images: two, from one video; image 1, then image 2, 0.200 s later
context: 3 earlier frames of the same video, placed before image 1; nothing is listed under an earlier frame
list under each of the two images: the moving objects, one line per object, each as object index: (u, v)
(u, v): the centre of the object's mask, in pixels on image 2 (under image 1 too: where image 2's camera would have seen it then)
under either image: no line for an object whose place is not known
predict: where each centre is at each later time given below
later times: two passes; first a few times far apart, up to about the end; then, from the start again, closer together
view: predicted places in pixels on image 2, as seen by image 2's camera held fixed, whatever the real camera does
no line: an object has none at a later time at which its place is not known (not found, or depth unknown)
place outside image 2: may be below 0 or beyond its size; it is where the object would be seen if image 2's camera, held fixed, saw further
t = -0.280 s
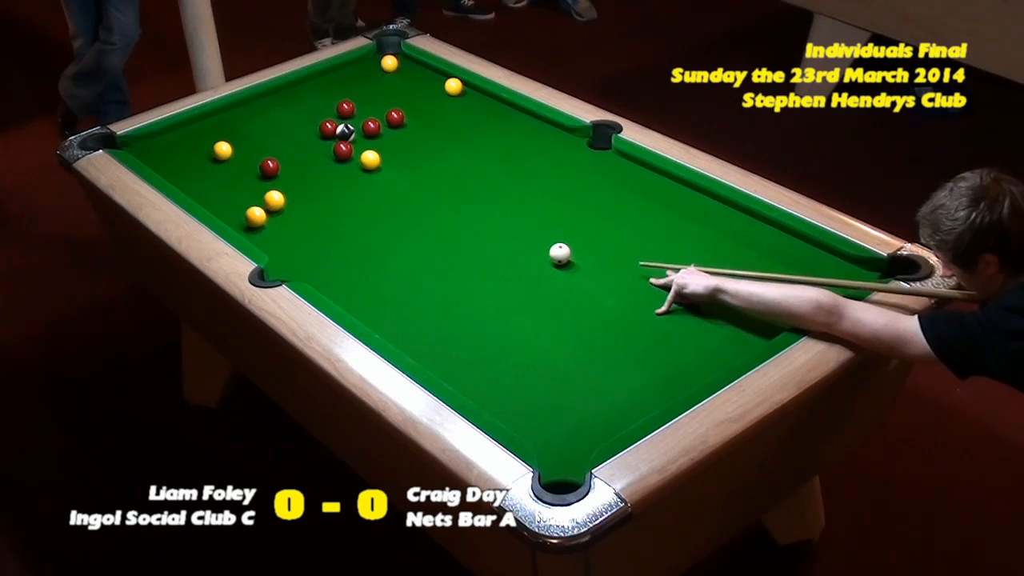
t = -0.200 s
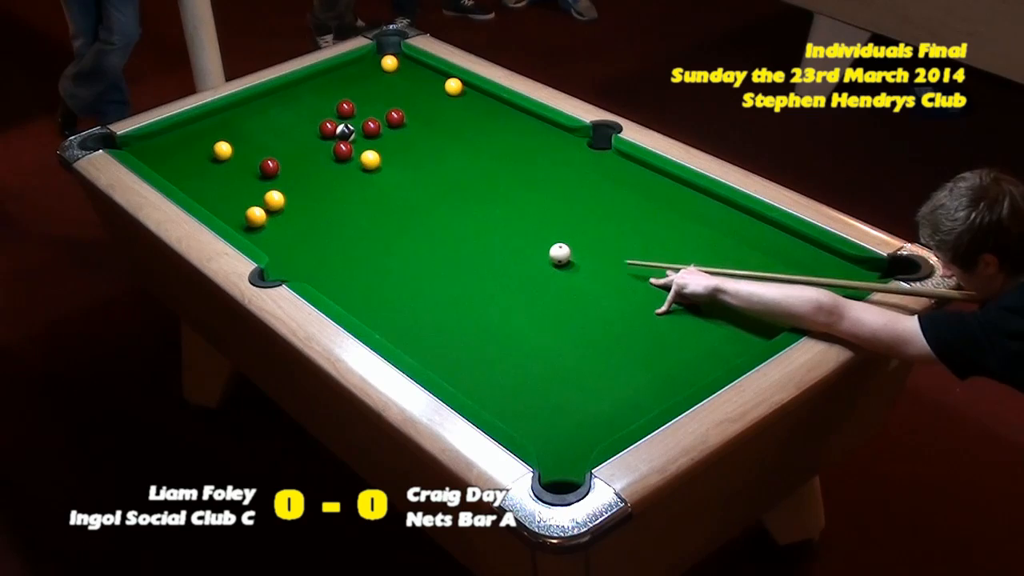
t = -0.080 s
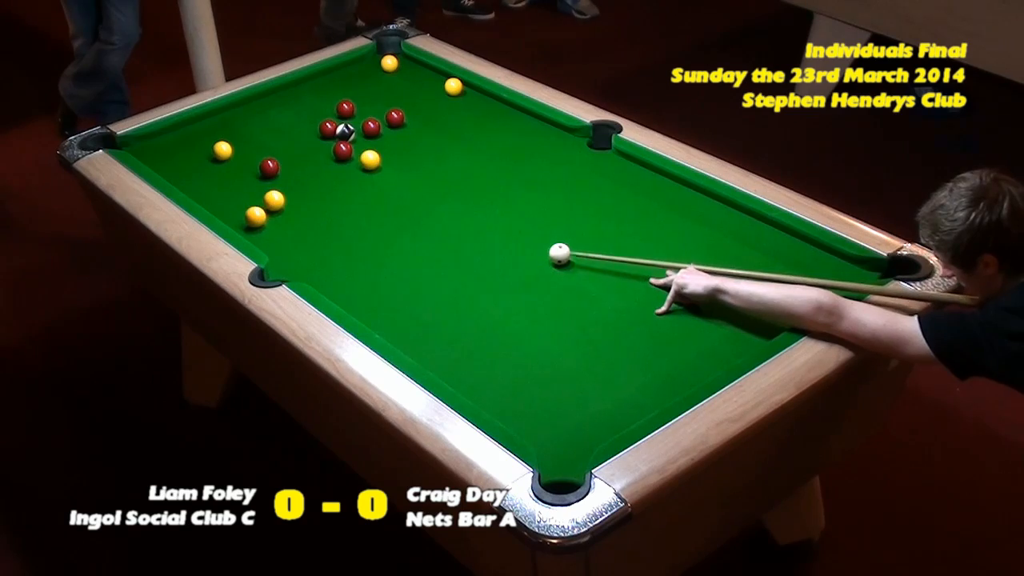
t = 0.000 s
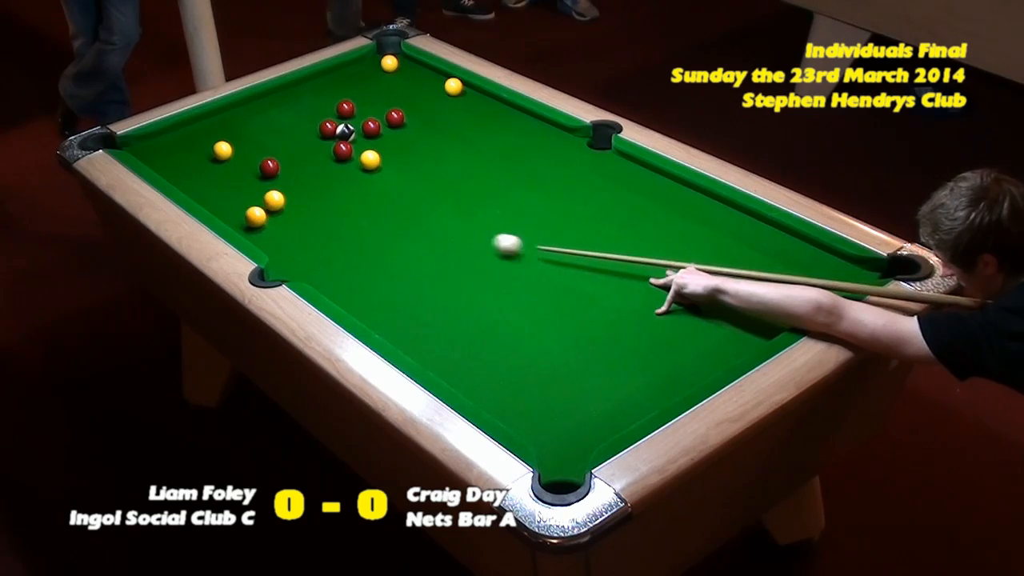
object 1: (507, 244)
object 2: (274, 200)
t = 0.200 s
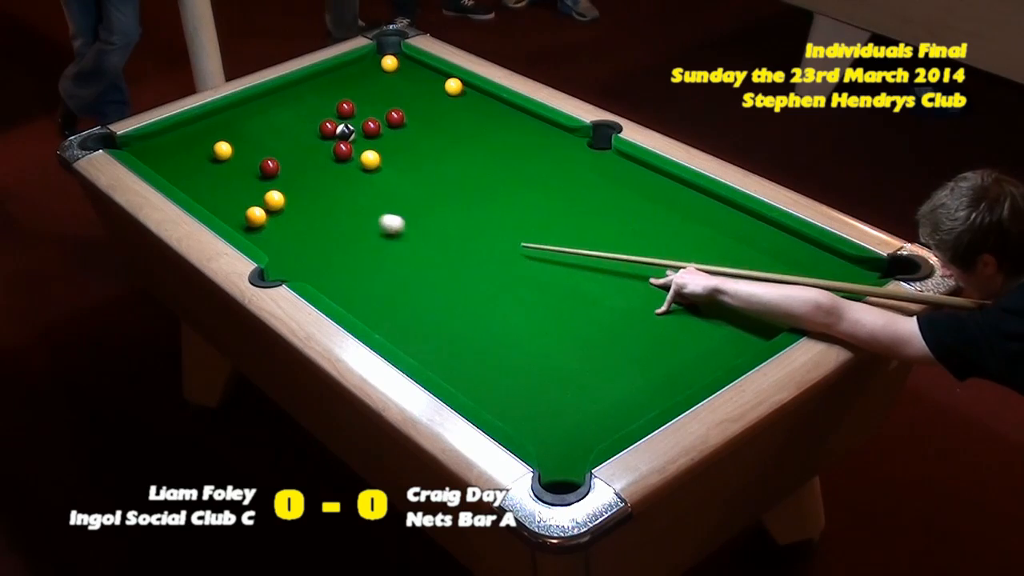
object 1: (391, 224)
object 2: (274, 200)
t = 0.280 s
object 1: (349, 217)
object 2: (274, 200)
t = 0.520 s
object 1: (275, 212)
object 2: (240, 188)
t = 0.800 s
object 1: (267, 210)
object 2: (181, 168)
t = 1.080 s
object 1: (261, 207)
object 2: (134, 148)
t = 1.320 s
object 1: (261, 204)
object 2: (119, 145)
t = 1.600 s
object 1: (261, 202)
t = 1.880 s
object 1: (261, 201)
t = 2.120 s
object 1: (261, 201)
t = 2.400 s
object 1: (261, 201)
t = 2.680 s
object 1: (261, 201)
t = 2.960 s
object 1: (261, 201)
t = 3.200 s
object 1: (261, 201)
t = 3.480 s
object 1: (261, 201)
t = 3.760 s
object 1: (261, 201)
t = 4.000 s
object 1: (261, 201)
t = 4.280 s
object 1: (261, 201)
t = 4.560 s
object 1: (261, 201)
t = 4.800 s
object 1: (261, 201)
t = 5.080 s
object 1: (261, 201)
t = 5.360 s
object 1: (261, 201)
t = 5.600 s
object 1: (261, 202)
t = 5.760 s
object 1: (261, 202)
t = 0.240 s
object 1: (370, 220)
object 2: (274, 200)
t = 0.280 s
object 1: (349, 217)
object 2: (274, 200)
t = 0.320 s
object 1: (328, 213)
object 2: (274, 200)
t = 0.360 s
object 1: (308, 209)
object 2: (274, 200)
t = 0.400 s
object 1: (290, 207)
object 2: (272, 200)
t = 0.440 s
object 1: (285, 209)
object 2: (262, 195)
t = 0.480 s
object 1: (280, 211)
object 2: (250, 192)
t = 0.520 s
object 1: (275, 212)
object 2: (240, 188)
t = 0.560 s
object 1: (274, 211)
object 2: (231, 185)
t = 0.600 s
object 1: (273, 211)
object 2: (222, 182)
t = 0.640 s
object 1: (272, 211)
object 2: (214, 179)
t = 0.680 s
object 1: (270, 210)
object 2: (205, 176)
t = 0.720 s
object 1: (269, 210)
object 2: (197, 173)
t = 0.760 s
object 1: (268, 210)
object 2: (189, 171)
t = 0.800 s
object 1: (267, 210)
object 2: (181, 168)
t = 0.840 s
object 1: (266, 209)
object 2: (173, 165)
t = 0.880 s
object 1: (265, 209)
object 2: (166, 162)
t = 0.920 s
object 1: (264, 209)
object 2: (158, 160)
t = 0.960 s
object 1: (263, 208)
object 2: (151, 157)
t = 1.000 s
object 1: (262, 208)
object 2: (144, 154)
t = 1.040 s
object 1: (262, 208)
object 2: (138, 151)
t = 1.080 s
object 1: (261, 207)
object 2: (134, 148)
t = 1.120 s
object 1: (261, 207)
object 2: (131, 145)
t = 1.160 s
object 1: (261, 206)
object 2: (127, 142)
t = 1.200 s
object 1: (261, 206)
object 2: (124, 143)
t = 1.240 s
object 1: (261, 205)
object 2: (120, 145)
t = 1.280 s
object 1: (261, 205)
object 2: (118, 146)
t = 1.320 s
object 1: (261, 204)
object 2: (119, 145)
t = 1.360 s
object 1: (261, 204)
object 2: (119, 145)
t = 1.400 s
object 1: (261, 203)
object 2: (118, 144)
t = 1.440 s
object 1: (261, 203)
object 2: (118, 144)
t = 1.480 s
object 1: (261, 203)
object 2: (115, 144)
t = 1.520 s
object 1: (261, 203)
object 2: (113, 146)
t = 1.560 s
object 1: (261, 202)
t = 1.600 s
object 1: (261, 202)
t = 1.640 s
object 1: (261, 202)
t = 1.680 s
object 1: (261, 202)
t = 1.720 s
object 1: (261, 202)
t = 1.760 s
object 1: (261, 202)
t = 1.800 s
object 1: (261, 202)
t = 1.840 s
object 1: (261, 201)
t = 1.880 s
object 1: (261, 201)
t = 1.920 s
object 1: (261, 201)
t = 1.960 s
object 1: (261, 201)
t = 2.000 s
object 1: (261, 201)
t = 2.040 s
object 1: (261, 201)
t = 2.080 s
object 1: (261, 201)
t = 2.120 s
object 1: (261, 201)
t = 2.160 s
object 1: (261, 201)
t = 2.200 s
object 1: (261, 201)
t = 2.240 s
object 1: (261, 201)
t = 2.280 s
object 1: (261, 201)
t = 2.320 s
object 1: (261, 201)
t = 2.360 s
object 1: (261, 201)
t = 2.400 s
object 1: (261, 201)
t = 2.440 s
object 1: (261, 201)
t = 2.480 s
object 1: (261, 201)
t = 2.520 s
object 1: (261, 201)
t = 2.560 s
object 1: (261, 201)
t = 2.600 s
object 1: (261, 201)
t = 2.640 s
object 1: (261, 201)
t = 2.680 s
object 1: (261, 201)
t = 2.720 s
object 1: (261, 201)
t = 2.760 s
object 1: (261, 201)
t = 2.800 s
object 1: (261, 201)
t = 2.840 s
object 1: (261, 201)
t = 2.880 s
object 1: (261, 201)
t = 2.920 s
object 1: (261, 201)
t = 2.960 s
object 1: (261, 201)
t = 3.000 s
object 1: (261, 201)
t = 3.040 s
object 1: (261, 201)
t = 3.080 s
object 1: (261, 201)
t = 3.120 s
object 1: (261, 201)
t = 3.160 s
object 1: (261, 201)
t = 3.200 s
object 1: (261, 201)
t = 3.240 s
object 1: (261, 201)
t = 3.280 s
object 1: (261, 201)
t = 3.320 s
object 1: (261, 201)
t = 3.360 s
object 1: (261, 201)
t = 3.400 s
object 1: (261, 201)
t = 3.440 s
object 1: (261, 201)
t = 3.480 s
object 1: (261, 201)
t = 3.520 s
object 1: (261, 201)
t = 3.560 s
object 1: (260, 202)
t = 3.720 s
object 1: (261, 202)
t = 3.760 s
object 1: (261, 201)
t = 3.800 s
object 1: (261, 201)
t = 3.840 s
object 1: (261, 201)
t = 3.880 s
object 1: (261, 201)
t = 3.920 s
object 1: (261, 201)
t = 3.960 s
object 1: (261, 201)
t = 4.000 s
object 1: (261, 201)
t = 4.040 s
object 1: (261, 201)
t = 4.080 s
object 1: (261, 201)
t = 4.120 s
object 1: (261, 201)
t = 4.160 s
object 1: (261, 201)
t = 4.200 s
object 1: (261, 201)
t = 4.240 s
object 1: (261, 201)
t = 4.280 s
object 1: (261, 201)
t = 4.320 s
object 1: (261, 201)
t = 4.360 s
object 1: (261, 201)
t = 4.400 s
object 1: (261, 201)
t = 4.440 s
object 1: (261, 201)
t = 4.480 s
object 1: (261, 201)
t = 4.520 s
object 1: (261, 201)
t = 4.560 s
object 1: (261, 201)
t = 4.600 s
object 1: (261, 201)
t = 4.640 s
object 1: (261, 201)
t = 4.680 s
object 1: (261, 201)
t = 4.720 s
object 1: (261, 201)
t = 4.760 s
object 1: (261, 201)
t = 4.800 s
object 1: (261, 201)
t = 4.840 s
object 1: (261, 201)
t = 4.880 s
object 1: (261, 201)
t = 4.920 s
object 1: (261, 201)
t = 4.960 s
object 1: (261, 201)
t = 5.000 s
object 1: (261, 201)
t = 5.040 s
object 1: (261, 201)
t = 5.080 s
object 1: (261, 201)
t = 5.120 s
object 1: (261, 201)
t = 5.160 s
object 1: (261, 201)
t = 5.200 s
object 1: (261, 201)
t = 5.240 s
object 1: (261, 201)
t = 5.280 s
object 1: (261, 201)
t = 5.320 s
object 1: (261, 201)
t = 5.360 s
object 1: (261, 201)
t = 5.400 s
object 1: (261, 201)
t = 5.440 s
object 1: (261, 201)
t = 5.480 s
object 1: (261, 201)
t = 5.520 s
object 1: (261, 201)
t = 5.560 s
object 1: (261, 201)
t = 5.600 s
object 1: (261, 202)
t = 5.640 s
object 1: (261, 202)
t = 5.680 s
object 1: (261, 202)
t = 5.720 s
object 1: (261, 202)
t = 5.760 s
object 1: (261, 202)
